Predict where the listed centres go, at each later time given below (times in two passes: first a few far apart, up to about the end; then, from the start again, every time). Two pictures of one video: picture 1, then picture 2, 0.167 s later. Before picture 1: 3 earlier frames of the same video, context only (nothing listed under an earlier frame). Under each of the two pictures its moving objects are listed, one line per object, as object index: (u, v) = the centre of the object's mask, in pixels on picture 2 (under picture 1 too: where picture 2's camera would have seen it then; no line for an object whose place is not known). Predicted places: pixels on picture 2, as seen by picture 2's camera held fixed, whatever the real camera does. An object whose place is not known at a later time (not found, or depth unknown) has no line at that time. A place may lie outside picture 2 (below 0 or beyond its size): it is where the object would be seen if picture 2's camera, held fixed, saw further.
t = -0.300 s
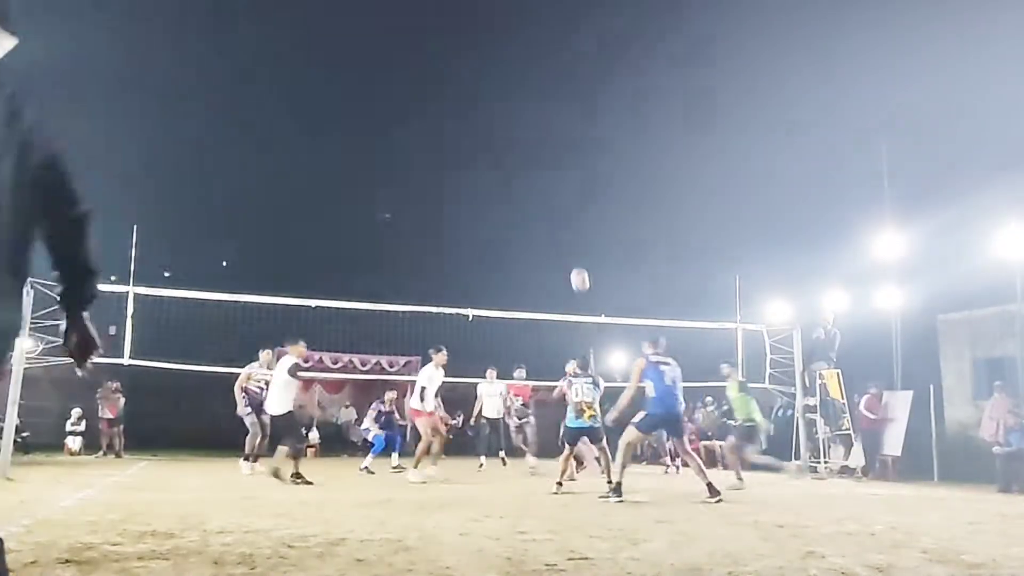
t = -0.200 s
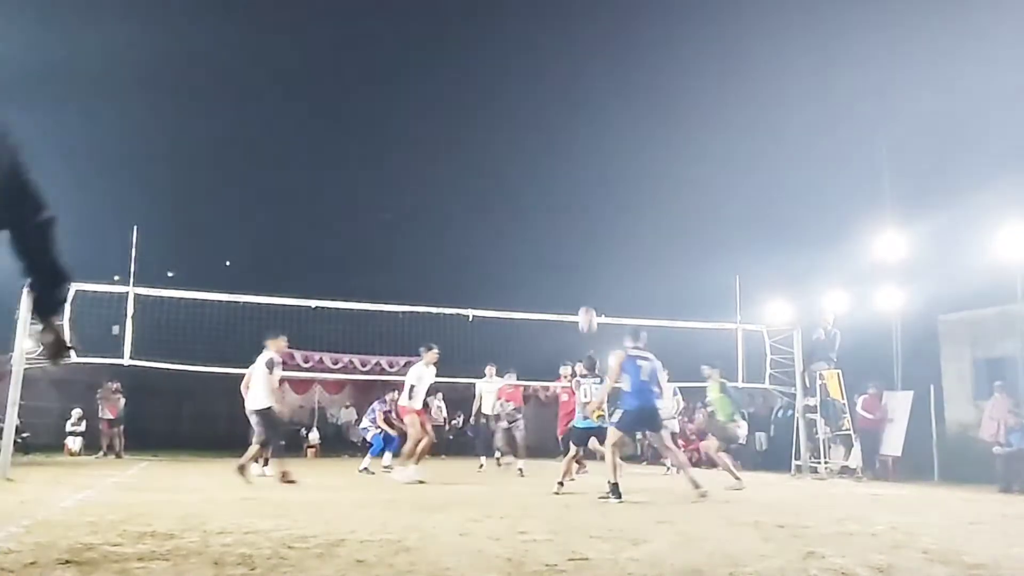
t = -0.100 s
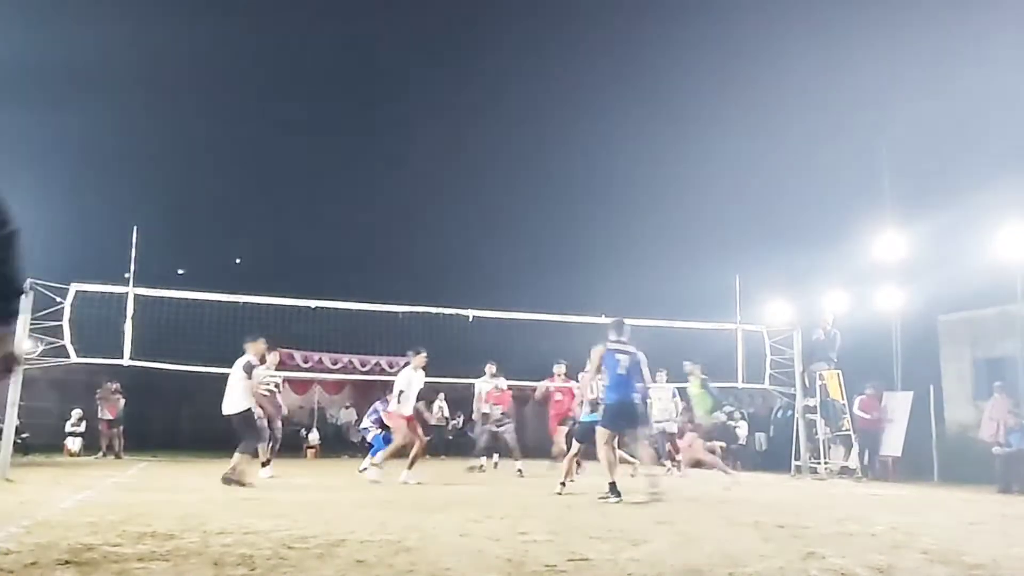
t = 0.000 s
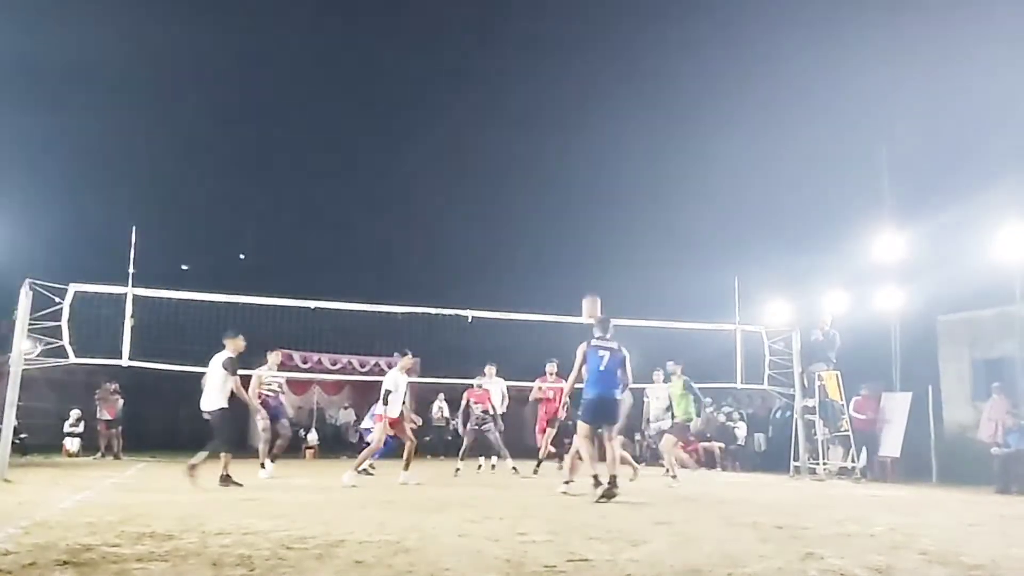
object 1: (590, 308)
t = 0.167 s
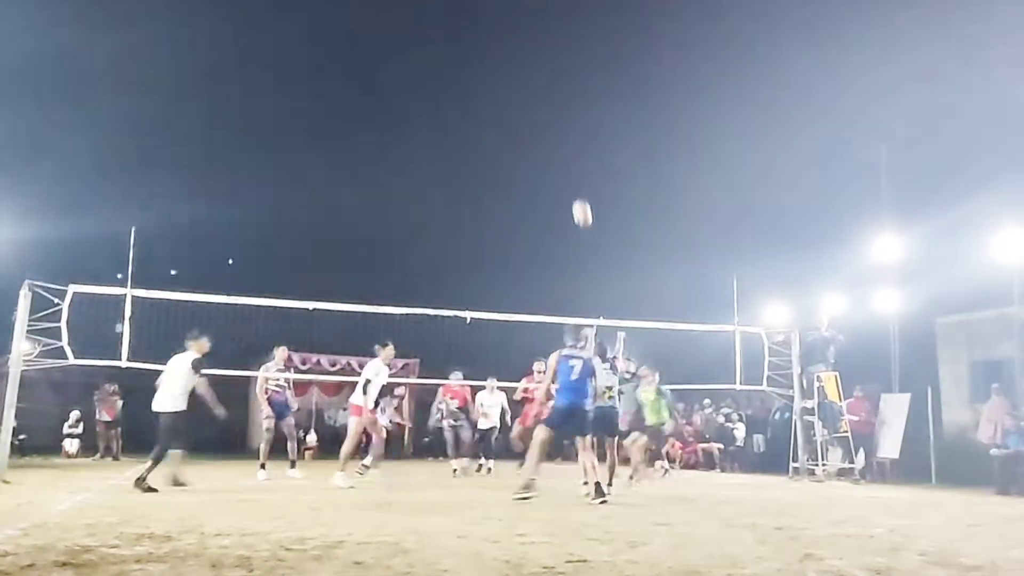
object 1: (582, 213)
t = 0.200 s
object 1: (581, 197)
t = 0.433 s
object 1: (570, 111)
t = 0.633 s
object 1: (562, 72)
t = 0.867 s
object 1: (553, 65)
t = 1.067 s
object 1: (545, 88)
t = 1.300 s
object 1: (536, 153)
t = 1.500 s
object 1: (528, 240)
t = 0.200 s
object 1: (581, 197)
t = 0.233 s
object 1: (579, 182)
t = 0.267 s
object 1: (577, 168)
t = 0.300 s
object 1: (576, 155)
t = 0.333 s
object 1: (574, 143)
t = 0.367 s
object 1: (573, 131)
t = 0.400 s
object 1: (571, 121)
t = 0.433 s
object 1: (570, 111)
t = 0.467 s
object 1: (569, 103)
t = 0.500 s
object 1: (567, 95)
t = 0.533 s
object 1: (566, 88)
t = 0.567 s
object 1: (565, 82)
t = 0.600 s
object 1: (563, 77)
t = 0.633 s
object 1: (562, 72)
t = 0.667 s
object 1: (561, 68)
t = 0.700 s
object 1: (560, 66)
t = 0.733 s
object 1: (558, 64)
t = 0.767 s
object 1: (557, 63)
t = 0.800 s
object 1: (556, 63)
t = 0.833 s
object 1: (554, 63)
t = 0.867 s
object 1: (553, 65)
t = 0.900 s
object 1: (552, 67)
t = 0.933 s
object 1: (550, 70)
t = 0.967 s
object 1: (549, 73)
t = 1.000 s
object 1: (548, 77)
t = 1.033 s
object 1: (547, 83)
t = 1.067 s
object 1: (545, 88)
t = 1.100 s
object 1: (544, 95)
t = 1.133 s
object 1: (543, 103)
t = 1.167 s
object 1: (541, 112)
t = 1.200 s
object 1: (540, 121)
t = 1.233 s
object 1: (538, 131)
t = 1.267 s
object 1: (537, 142)
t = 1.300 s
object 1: (536, 153)
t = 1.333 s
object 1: (534, 166)
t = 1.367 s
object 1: (533, 179)
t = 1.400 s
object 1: (531, 194)
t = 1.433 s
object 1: (530, 208)
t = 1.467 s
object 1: (529, 224)
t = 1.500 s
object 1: (528, 240)
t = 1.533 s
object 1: (526, 257)
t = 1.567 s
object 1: (525, 275)
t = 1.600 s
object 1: (524, 294)
